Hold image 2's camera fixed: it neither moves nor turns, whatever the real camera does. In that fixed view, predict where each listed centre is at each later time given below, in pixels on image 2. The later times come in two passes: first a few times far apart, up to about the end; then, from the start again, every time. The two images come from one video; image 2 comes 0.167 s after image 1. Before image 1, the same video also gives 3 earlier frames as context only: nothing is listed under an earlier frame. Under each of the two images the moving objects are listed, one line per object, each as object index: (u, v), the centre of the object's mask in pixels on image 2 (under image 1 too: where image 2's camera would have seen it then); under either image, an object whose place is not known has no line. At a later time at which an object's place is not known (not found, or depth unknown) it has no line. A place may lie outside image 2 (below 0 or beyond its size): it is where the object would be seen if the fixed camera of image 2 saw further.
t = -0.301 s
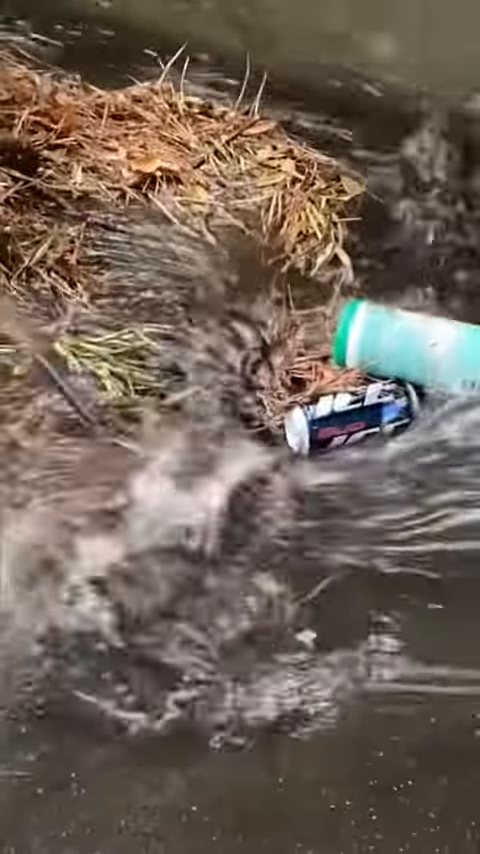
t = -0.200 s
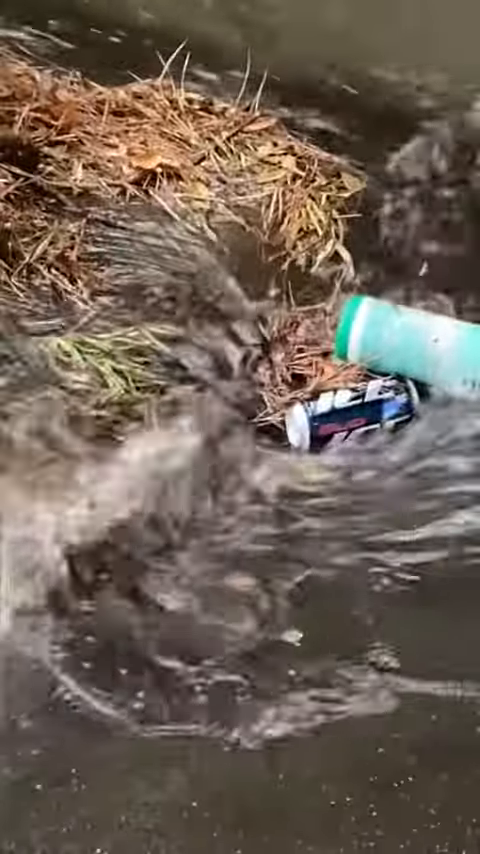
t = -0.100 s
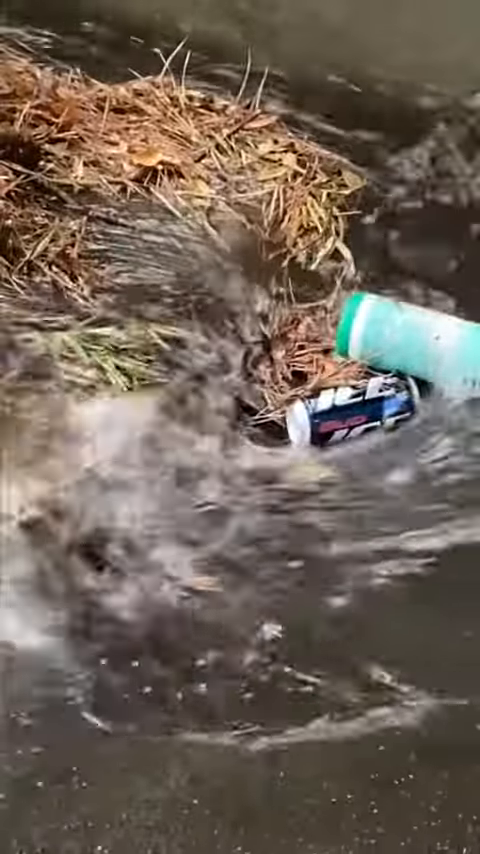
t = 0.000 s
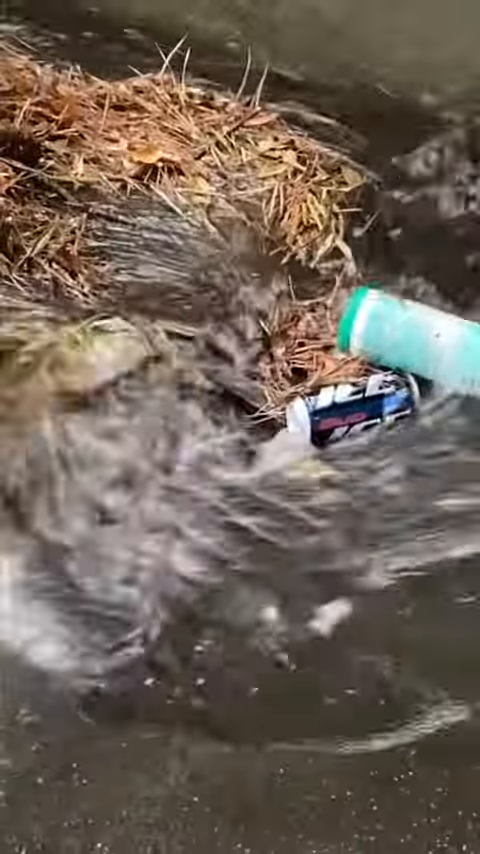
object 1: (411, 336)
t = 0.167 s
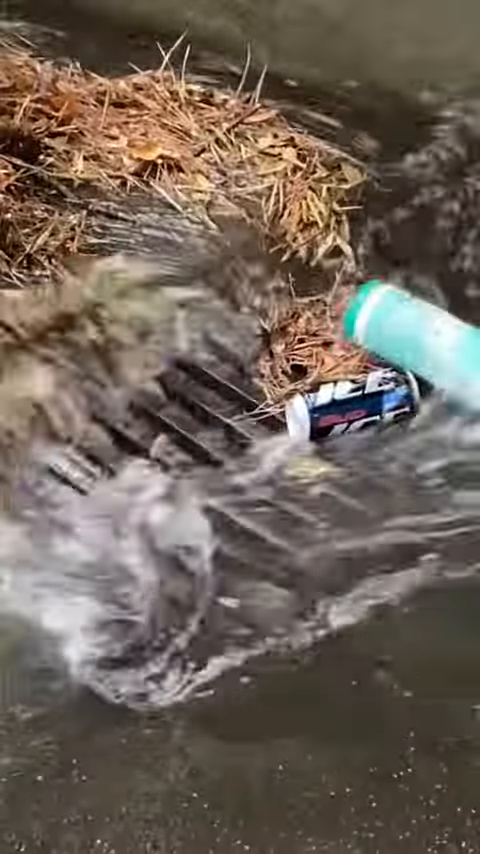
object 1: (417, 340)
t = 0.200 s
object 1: (419, 340)
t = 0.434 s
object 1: (440, 358)
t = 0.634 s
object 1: (430, 393)
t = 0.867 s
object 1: (401, 430)
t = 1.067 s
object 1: (373, 460)
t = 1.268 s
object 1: (300, 499)
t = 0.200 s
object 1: (419, 340)
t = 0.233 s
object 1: (421, 342)
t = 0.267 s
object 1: (424, 344)
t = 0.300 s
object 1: (426, 346)
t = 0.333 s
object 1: (430, 348)
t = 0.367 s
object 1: (432, 349)
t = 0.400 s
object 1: (436, 354)
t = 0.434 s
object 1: (440, 358)
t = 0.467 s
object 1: (444, 363)
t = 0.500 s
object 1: (444, 367)
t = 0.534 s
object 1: (443, 374)
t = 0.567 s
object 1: (439, 381)
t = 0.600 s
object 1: (434, 387)
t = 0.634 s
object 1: (430, 393)
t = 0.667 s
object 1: (425, 399)
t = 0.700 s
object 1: (422, 405)
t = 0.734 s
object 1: (419, 410)
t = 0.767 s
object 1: (416, 415)
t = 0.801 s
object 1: (412, 420)
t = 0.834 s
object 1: (405, 425)
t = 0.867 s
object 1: (401, 430)
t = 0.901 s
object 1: (397, 433)
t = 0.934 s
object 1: (394, 437)
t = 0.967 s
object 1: (389, 442)
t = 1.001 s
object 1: (386, 448)
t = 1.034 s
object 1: (382, 453)
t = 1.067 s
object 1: (373, 460)
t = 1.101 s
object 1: (366, 466)
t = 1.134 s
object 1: (351, 471)
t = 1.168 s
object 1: (342, 478)
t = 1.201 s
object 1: (328, 484)
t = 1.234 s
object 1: (316, 491)
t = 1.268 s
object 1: (300, 499)
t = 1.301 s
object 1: (280, 507)
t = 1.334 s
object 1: (258, 513)
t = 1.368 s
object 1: (239, 516)
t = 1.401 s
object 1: (222, 520)
